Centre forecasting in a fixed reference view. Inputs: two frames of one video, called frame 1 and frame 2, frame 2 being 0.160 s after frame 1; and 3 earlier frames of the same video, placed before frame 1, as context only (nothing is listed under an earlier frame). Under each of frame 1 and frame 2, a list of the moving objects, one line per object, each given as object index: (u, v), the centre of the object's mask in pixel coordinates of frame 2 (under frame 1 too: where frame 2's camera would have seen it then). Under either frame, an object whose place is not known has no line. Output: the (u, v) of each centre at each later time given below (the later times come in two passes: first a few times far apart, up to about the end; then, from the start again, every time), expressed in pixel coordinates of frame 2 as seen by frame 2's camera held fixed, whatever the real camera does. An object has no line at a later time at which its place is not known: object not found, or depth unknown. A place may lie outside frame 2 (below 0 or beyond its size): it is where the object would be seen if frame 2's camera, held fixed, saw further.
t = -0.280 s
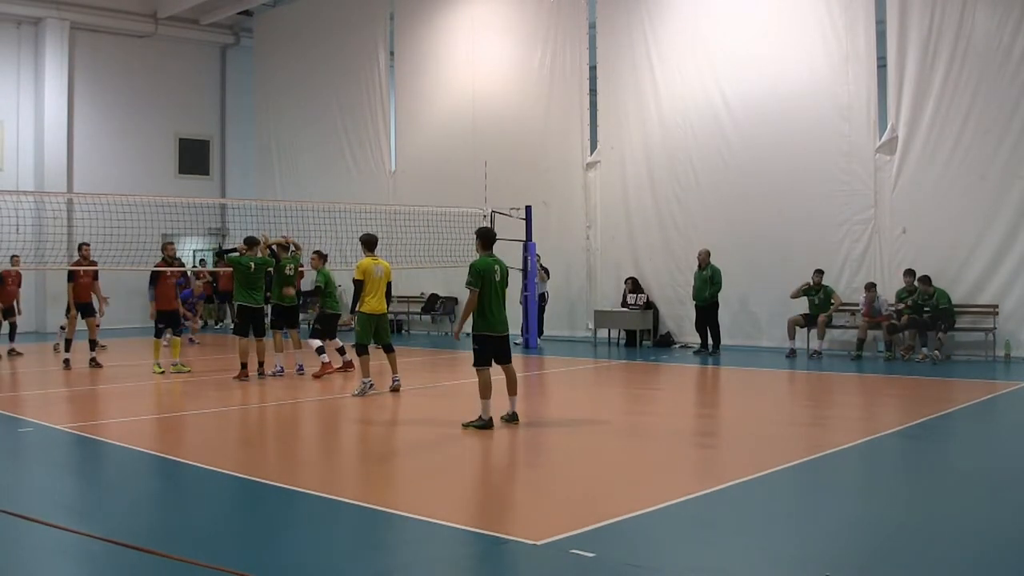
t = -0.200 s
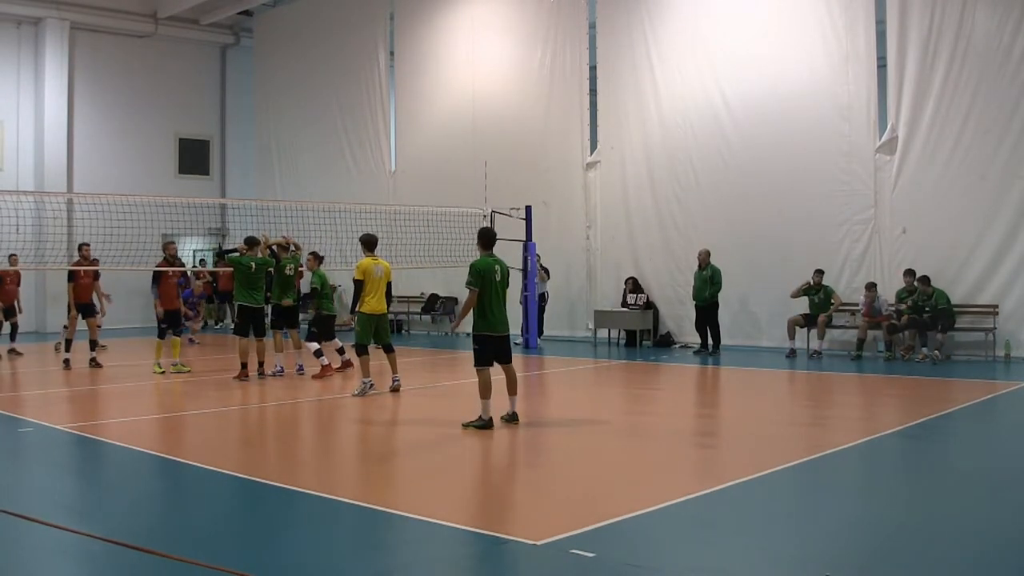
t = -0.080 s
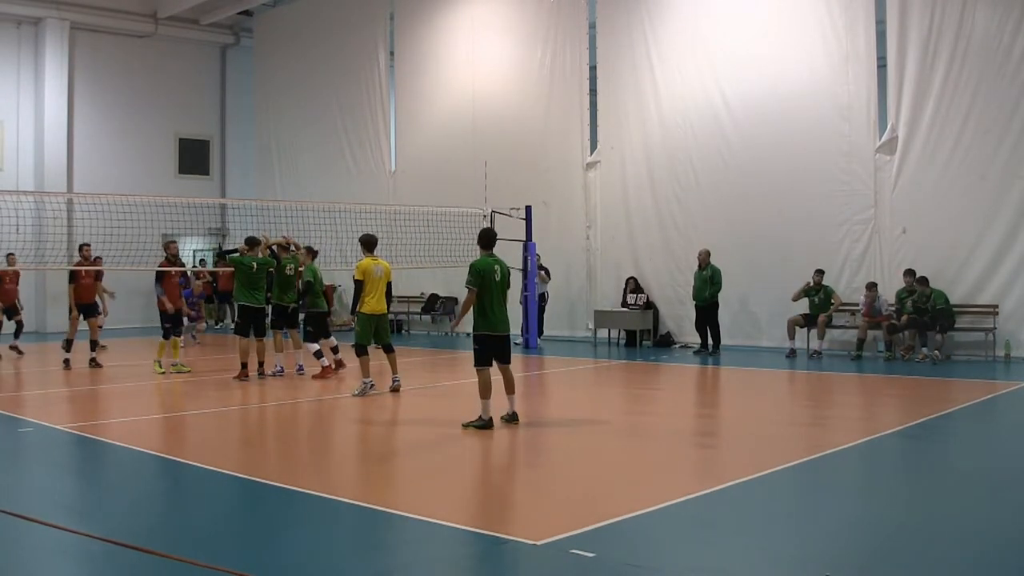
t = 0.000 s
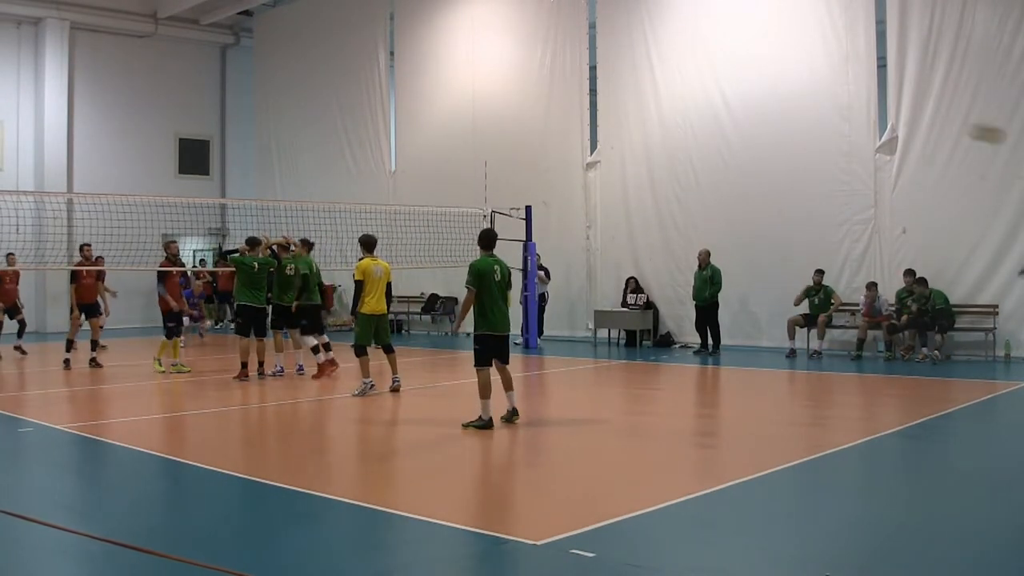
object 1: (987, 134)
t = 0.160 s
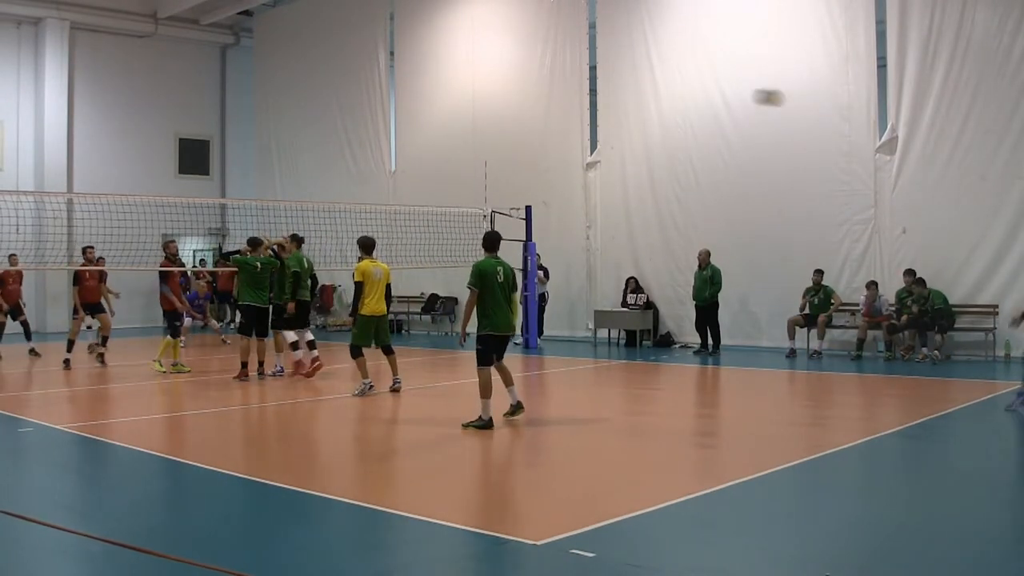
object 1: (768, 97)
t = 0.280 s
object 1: (631, 91)
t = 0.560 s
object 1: (396, 120)
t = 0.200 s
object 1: (719, 93)
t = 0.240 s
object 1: (673, 91)
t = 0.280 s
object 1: (631, 91)
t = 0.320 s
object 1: (588, 92)
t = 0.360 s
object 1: (551, 94)
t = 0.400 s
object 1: (516, 98)
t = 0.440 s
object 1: (483, 102)
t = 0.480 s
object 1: (452, 107)
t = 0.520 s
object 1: (423, 114)
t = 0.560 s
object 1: (396, 120)
